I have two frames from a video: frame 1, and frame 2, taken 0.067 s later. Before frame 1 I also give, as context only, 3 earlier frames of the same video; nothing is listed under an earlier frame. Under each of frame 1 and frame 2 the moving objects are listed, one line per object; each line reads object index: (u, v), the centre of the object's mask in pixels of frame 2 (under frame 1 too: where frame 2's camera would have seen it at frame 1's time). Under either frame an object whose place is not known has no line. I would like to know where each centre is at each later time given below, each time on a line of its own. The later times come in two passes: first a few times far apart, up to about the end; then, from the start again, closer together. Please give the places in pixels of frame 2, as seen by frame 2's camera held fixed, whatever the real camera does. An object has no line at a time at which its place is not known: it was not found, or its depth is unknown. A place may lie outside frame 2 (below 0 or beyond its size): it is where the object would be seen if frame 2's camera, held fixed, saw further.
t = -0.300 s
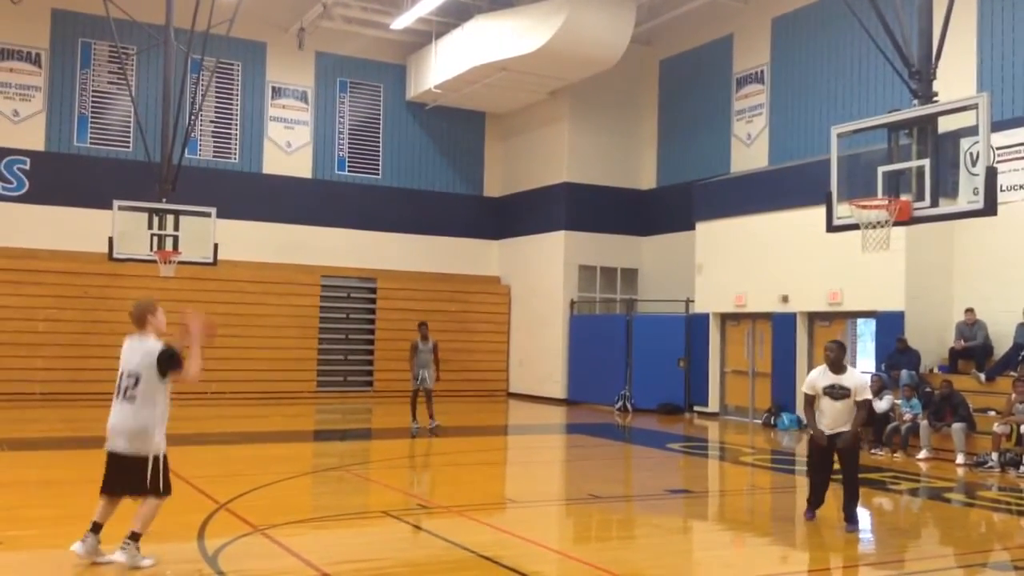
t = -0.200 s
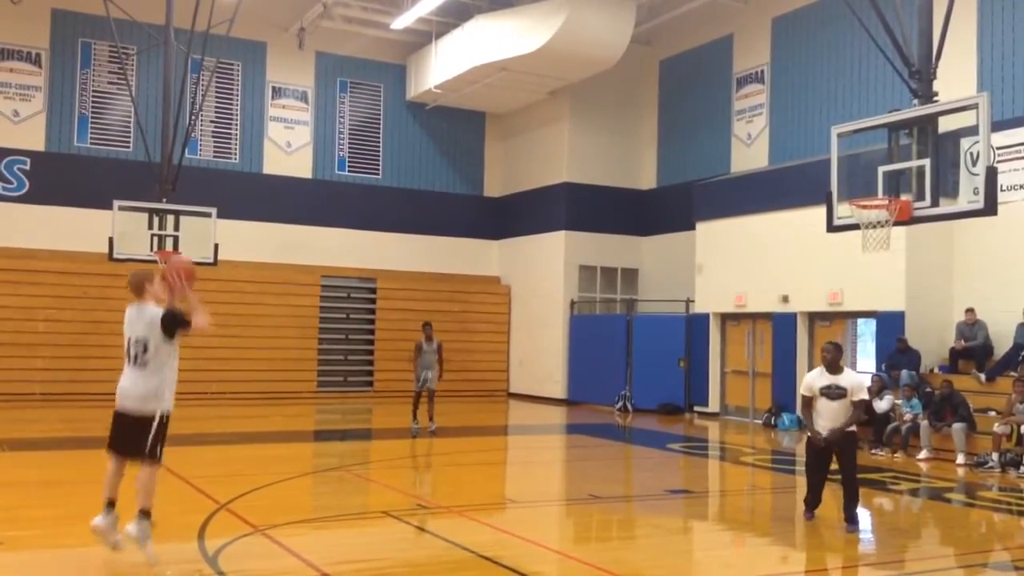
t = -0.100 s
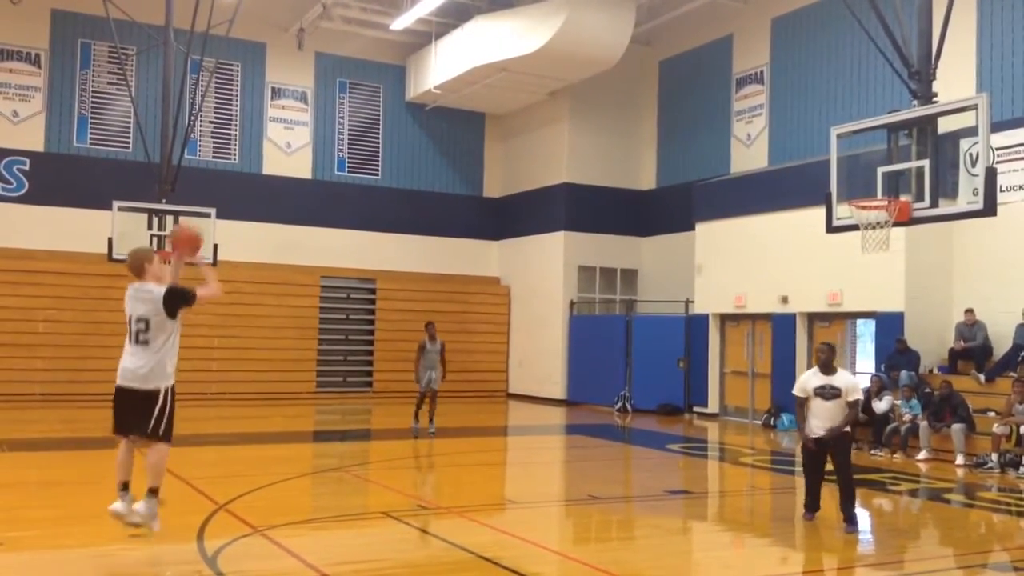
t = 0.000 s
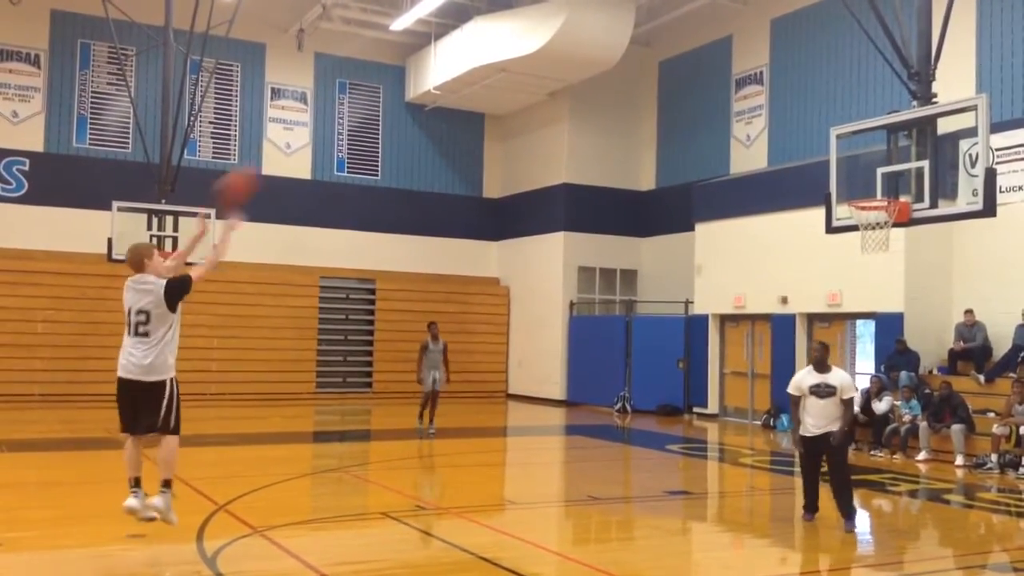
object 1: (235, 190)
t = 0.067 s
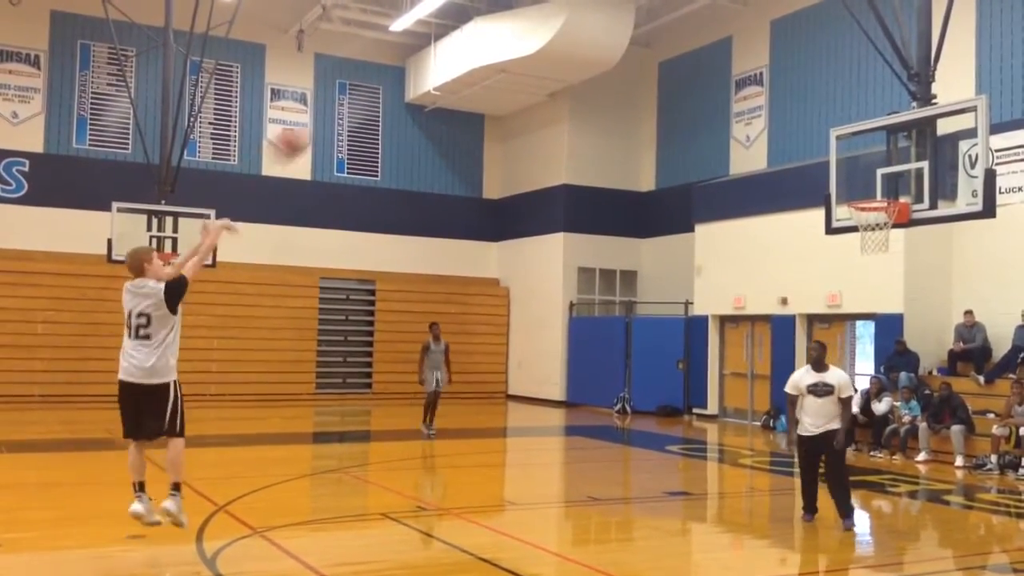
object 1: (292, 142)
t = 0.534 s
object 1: (594, 27)
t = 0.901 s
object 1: (783, 108)
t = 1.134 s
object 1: (876, 201)
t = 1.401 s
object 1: (851, 229)
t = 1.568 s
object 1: (854, 257)
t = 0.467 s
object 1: (556, 27)
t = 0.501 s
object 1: (574, 27)
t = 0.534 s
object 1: (594, 27)
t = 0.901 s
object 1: (783, 108)
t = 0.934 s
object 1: (796, 121)
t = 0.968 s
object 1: (812, 136)
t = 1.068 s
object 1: (857, 186)
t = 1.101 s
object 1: (867, 194)
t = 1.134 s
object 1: (876, 201)
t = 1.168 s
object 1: (884, 209)
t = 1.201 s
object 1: (878, 210)
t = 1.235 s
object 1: (870, 213)
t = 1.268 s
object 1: (859, 216)
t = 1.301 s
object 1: (855, 220)
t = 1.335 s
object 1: (853, 223)
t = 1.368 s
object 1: (852, 226)
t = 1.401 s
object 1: (851, 229)
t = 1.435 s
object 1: (851, 232)
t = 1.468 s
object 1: (852, 236)
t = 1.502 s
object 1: (853, 243)
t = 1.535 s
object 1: (854, 248)
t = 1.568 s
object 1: (854, 257)
